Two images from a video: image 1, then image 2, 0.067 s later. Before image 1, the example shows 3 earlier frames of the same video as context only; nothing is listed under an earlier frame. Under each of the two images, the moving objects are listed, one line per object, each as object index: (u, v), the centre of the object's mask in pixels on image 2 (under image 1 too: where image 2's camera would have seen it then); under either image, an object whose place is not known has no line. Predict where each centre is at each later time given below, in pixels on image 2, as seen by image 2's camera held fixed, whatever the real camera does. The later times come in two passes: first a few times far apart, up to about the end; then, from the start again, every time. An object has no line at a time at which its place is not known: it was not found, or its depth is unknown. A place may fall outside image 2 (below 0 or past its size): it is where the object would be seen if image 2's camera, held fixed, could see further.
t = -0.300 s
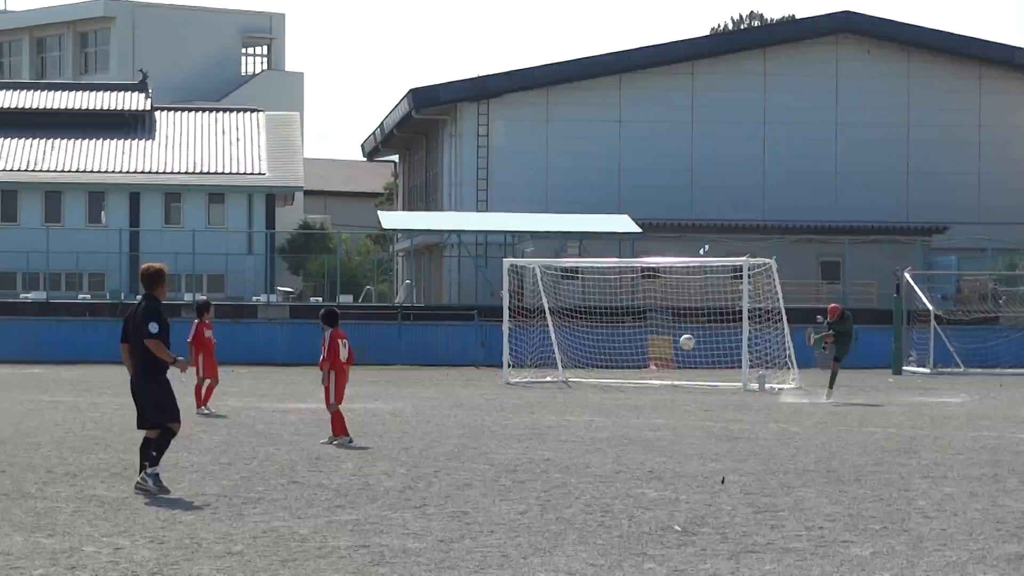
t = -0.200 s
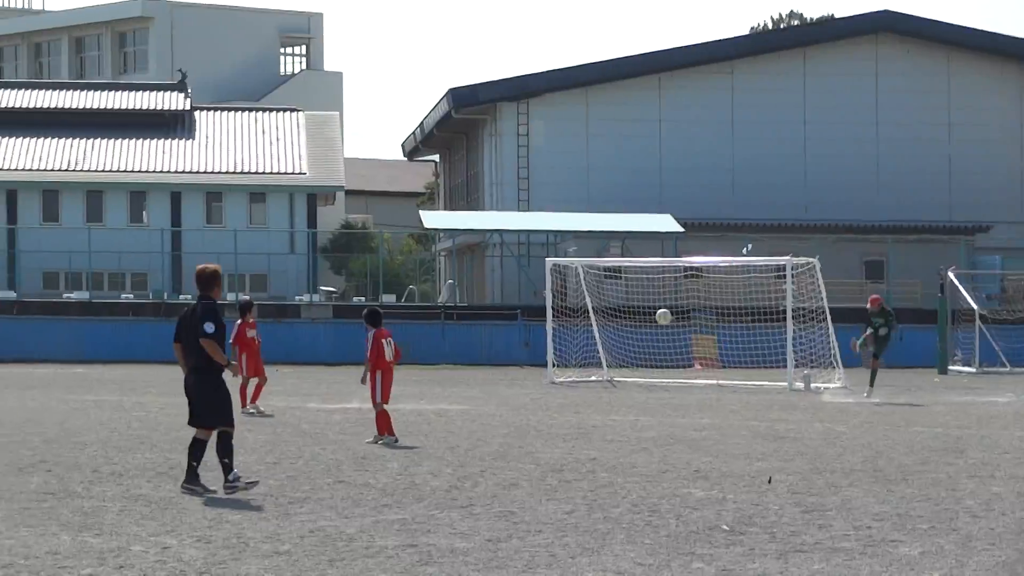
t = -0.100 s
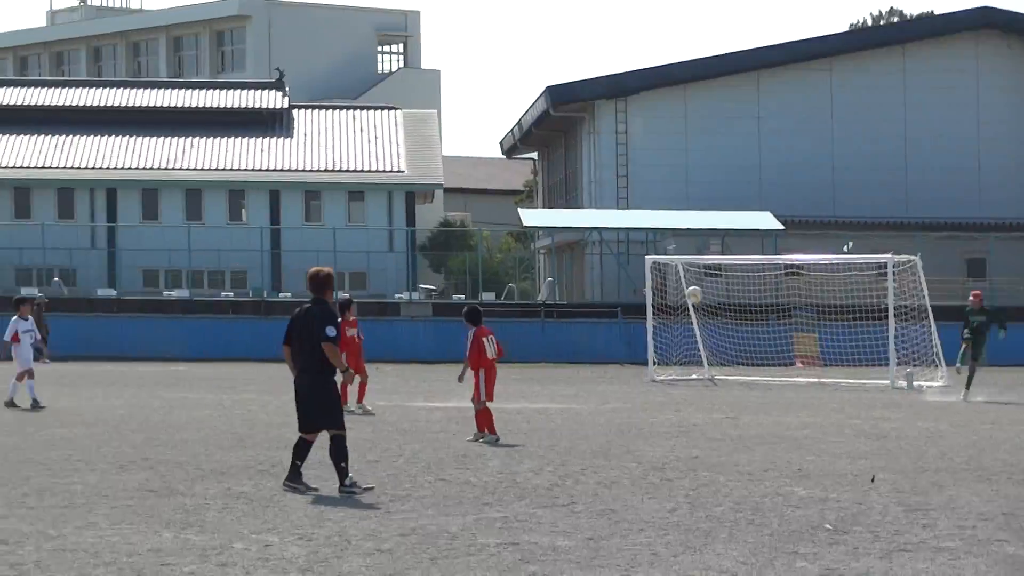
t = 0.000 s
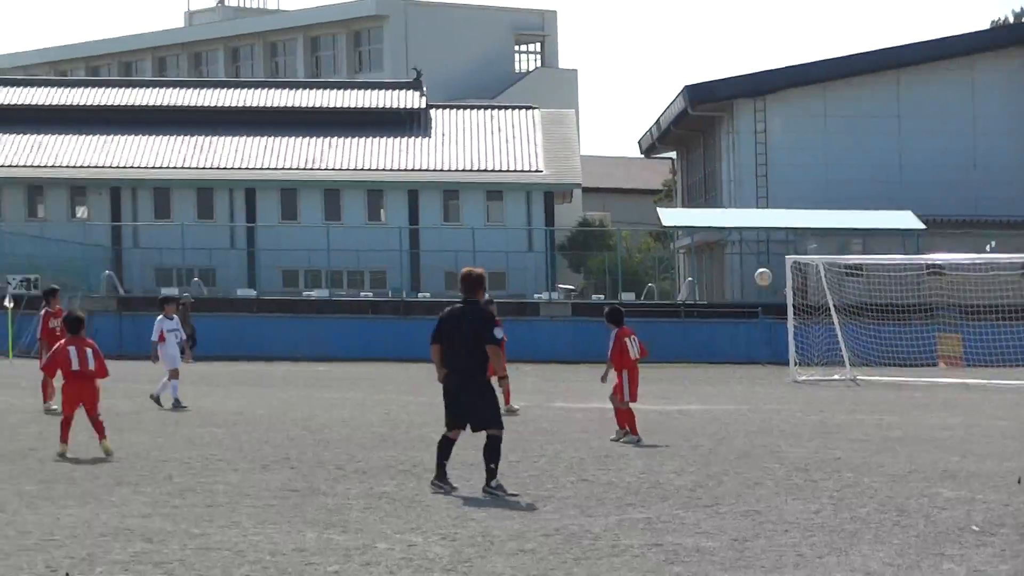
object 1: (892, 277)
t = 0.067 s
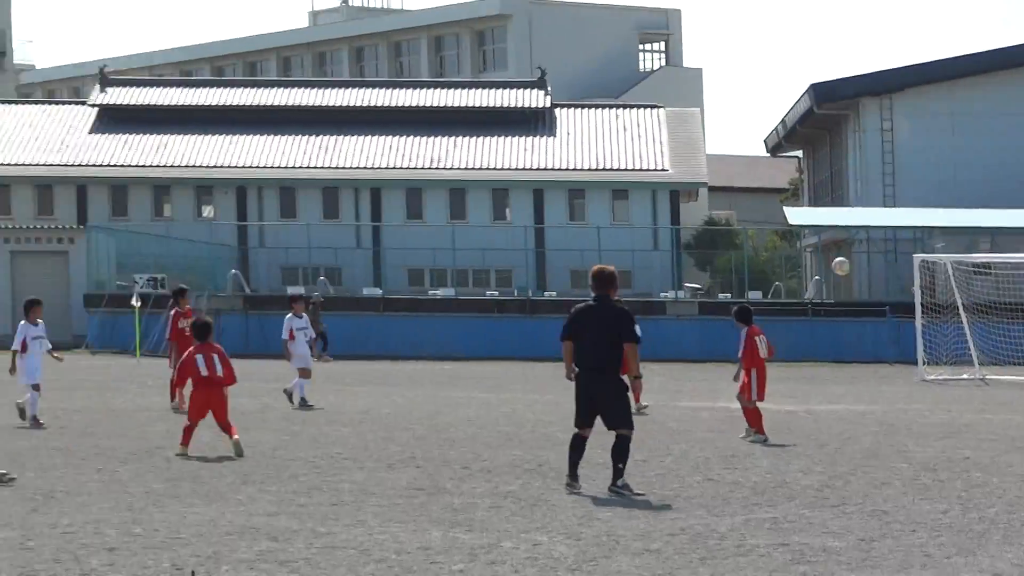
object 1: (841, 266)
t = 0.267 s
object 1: (683, 253)
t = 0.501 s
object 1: (490, 270)
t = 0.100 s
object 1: (815, 262)
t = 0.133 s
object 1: (789, 259)
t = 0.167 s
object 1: (762, 256)
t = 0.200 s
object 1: (736, 254)
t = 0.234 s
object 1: (709, 253)
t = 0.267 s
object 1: (683, 253)
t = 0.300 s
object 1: (655, 253)
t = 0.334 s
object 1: (628, 253)
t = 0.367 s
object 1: (601, 254)
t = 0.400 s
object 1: (574, 258)
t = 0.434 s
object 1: (545, 261)
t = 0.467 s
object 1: (518, 265)
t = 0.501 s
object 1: (490, 270)
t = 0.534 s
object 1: (461, 276)
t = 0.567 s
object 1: (432, 284)
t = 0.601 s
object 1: (402, 291)
